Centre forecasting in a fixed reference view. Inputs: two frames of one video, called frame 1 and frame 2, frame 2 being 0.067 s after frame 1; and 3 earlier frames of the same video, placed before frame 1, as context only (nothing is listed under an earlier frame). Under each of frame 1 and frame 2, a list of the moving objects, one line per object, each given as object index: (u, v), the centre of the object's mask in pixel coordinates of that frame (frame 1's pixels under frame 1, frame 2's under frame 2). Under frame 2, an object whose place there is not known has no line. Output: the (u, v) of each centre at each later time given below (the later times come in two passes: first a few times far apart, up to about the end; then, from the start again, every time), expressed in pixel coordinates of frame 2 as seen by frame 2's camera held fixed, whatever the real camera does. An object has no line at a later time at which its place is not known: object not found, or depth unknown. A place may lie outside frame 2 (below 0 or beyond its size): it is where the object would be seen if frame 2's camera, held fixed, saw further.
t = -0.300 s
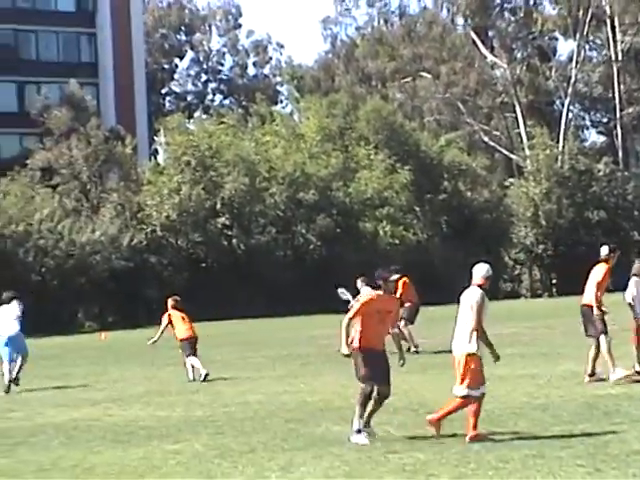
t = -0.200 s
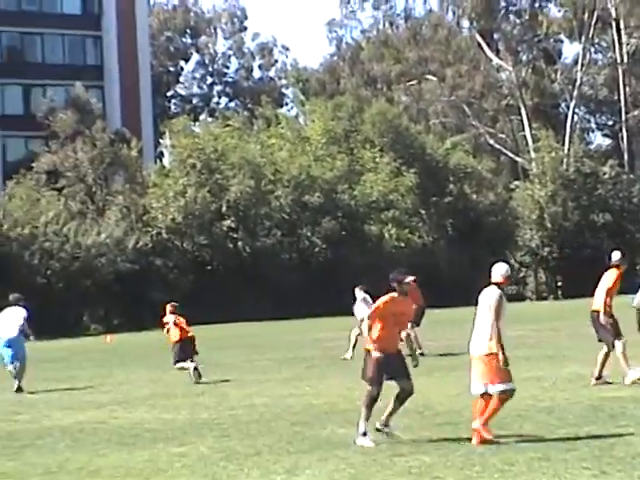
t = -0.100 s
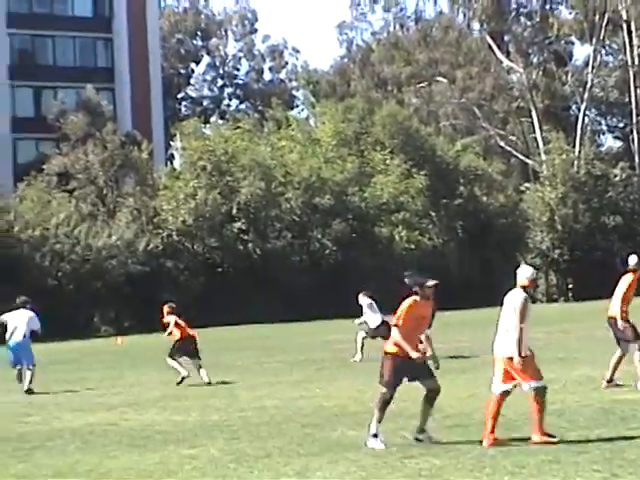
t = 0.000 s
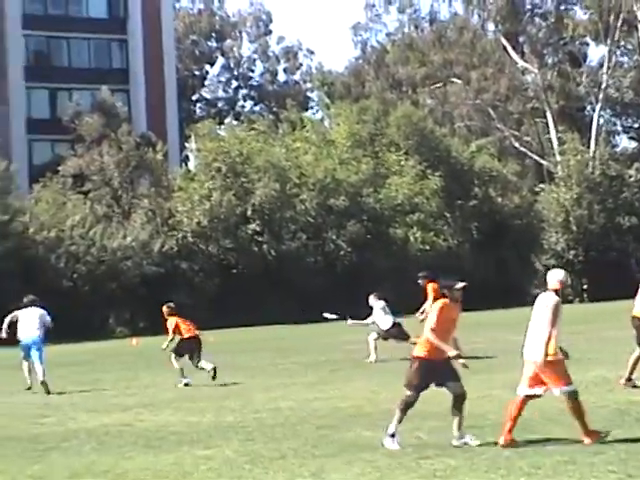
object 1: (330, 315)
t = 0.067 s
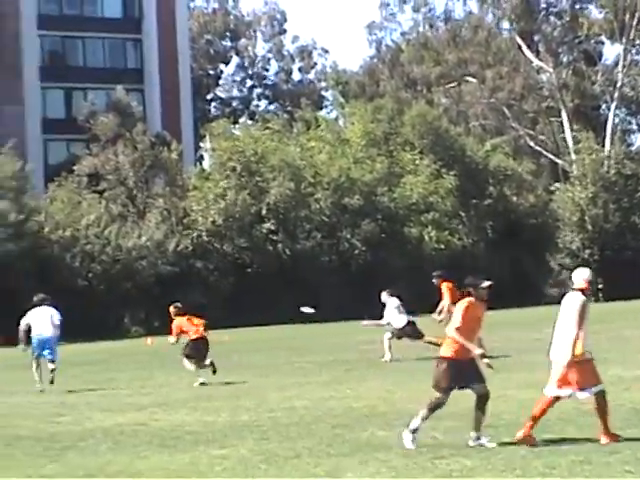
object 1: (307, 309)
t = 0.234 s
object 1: (216, 304)
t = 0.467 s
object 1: (92, 305)
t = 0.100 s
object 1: (289, 307)
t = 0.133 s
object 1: (270, 306)
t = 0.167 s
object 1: (252, 305)
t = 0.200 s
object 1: (234, 304)
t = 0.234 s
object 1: (216, 304)
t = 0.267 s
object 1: (198, 303)
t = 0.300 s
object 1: (181, 303)
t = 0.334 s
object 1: (163, 303)
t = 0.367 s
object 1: (141, 302)
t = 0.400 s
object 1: (127, 304)
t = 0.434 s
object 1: (110, 304)
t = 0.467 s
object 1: (92, 305)
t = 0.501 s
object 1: (75, 306)
